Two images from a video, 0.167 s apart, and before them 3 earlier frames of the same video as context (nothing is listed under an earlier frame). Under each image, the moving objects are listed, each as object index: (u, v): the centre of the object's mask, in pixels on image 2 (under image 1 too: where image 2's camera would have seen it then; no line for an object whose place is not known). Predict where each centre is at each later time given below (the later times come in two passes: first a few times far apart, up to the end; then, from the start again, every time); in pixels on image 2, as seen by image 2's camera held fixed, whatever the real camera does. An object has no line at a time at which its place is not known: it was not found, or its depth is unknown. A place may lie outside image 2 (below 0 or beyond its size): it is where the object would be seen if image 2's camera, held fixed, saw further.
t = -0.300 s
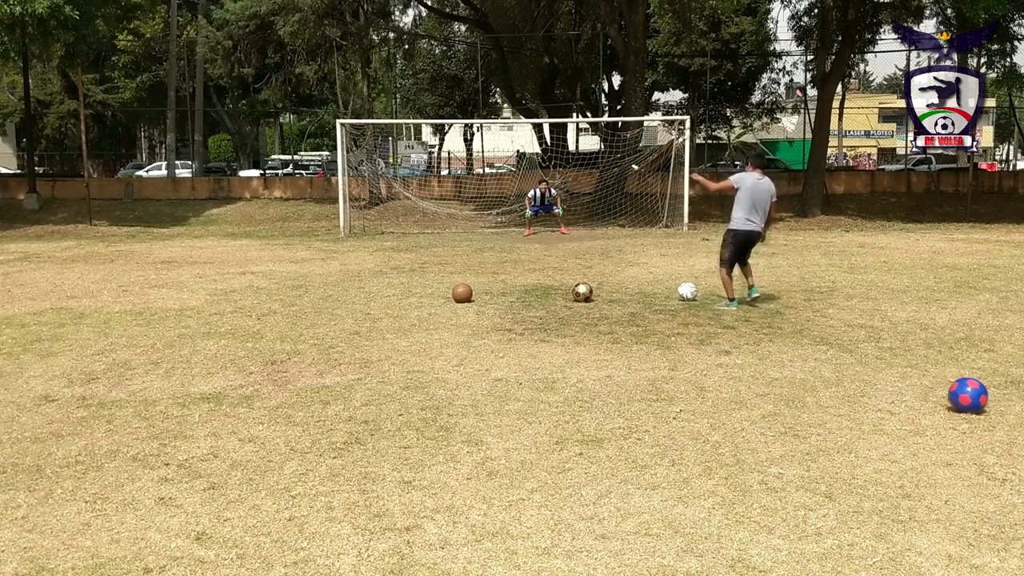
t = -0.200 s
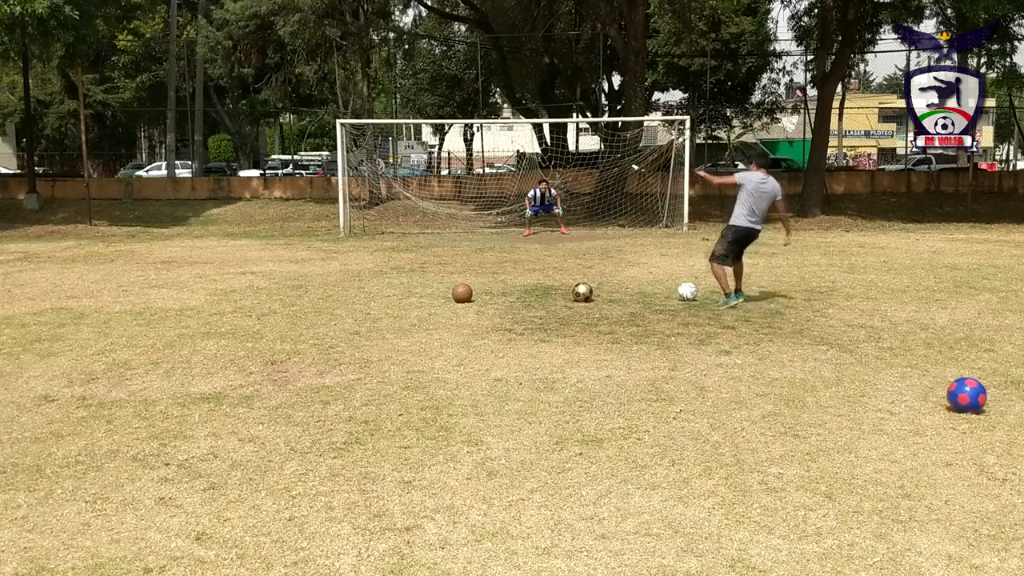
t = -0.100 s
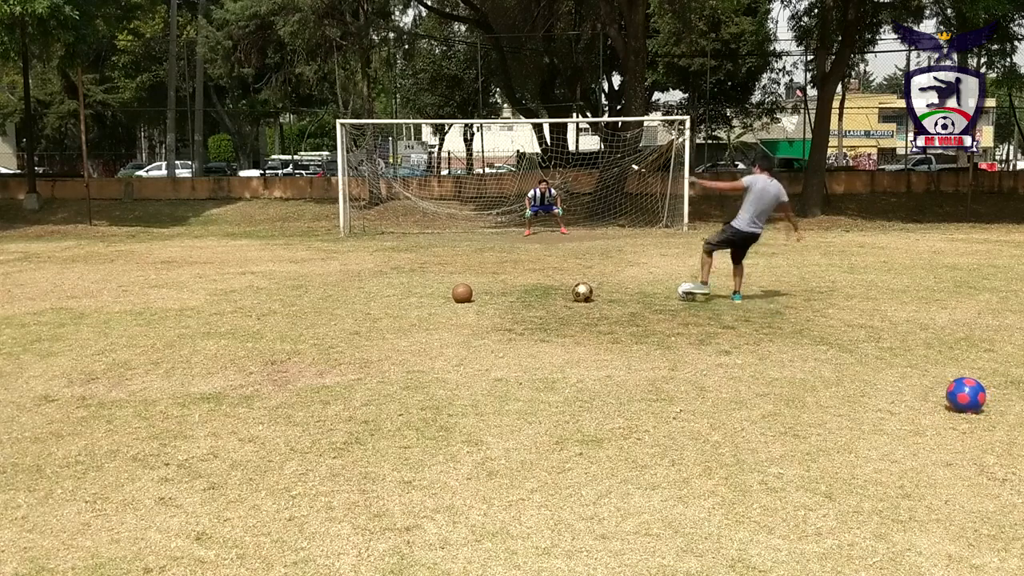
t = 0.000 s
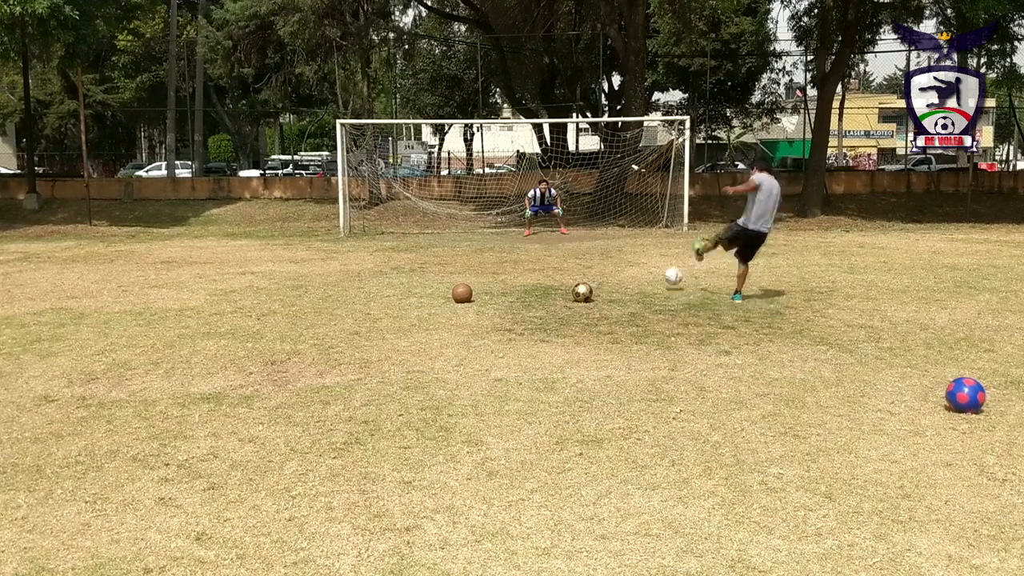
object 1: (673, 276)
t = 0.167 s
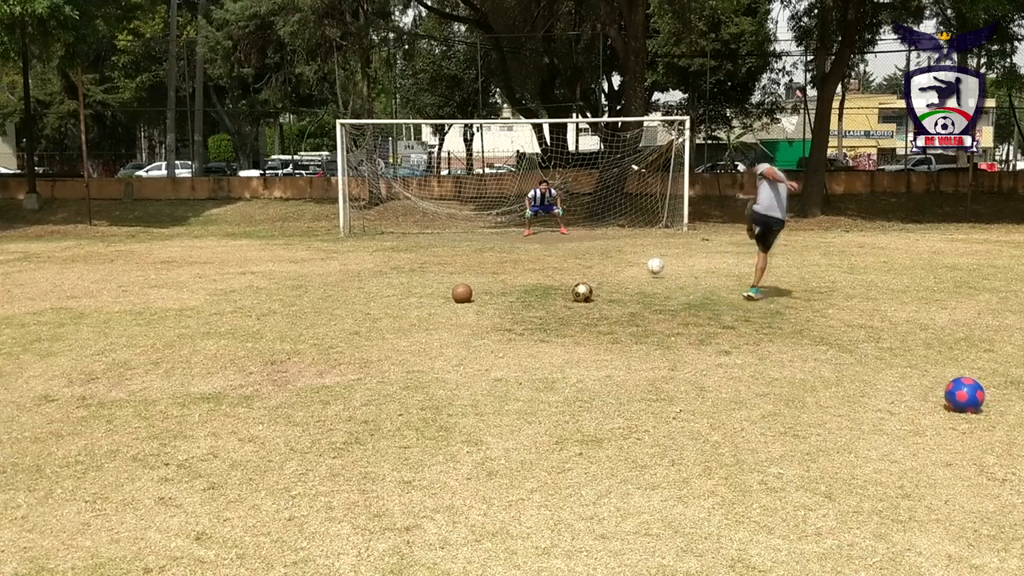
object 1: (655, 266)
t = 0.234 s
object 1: (650, 266)
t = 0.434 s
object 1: (636, 244)
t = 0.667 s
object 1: (625, 247)
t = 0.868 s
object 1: (617, 243)
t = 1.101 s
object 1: (610, 239)
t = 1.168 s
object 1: (609, 238)
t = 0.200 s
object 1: (652, 267)
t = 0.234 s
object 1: (650, 266)
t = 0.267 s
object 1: (647, 259)
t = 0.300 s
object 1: (645, 255)
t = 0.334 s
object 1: (643, 251)
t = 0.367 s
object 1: (640, 247)
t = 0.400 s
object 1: (638, 245)
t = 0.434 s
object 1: (636, 244)
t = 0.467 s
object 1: (634, 244)
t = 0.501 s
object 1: (633, 244)
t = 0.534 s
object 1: (631, 245)
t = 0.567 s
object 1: (629, 246)
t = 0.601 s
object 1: (628, 249)
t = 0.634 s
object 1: (626, 250)
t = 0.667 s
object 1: (625, 247)
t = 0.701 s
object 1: (623, 245)
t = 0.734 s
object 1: (622, 244)
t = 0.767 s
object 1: (621, 243)
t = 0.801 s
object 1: (620, 243)
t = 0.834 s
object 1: (618, 243)
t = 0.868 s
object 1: (617, 243)
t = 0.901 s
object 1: (616, 241)
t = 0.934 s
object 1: (615, 240)
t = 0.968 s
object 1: (613, 240)
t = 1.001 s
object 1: (613, 239)
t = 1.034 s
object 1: (611, 240)
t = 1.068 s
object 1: (611, 240)
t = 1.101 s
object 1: (610, 239)
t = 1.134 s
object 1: (609, 238)
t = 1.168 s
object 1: (609, 238)
